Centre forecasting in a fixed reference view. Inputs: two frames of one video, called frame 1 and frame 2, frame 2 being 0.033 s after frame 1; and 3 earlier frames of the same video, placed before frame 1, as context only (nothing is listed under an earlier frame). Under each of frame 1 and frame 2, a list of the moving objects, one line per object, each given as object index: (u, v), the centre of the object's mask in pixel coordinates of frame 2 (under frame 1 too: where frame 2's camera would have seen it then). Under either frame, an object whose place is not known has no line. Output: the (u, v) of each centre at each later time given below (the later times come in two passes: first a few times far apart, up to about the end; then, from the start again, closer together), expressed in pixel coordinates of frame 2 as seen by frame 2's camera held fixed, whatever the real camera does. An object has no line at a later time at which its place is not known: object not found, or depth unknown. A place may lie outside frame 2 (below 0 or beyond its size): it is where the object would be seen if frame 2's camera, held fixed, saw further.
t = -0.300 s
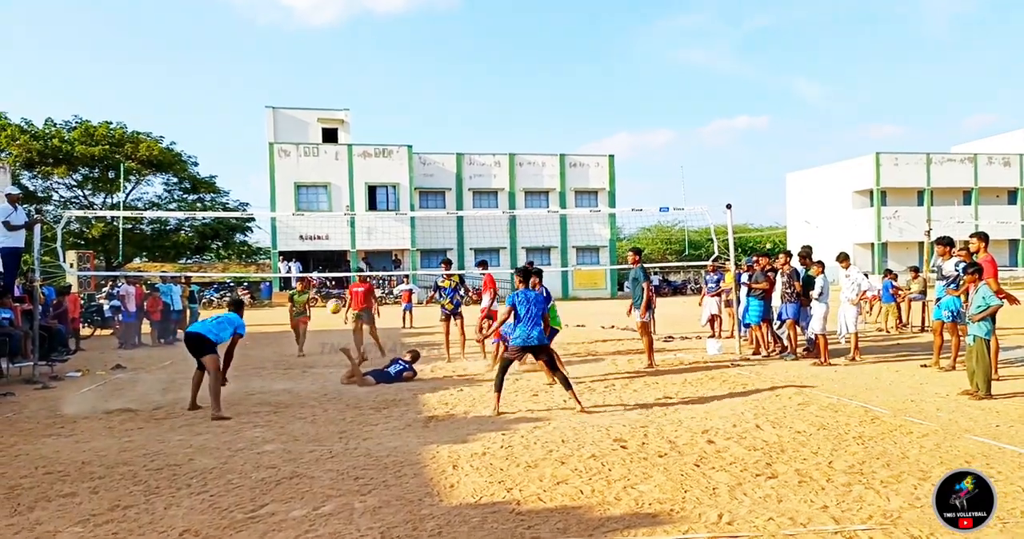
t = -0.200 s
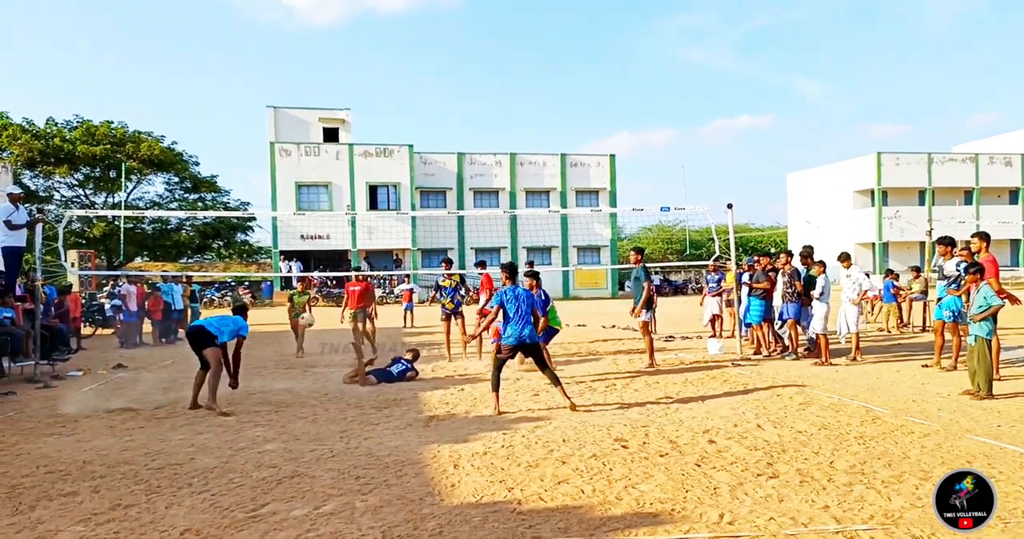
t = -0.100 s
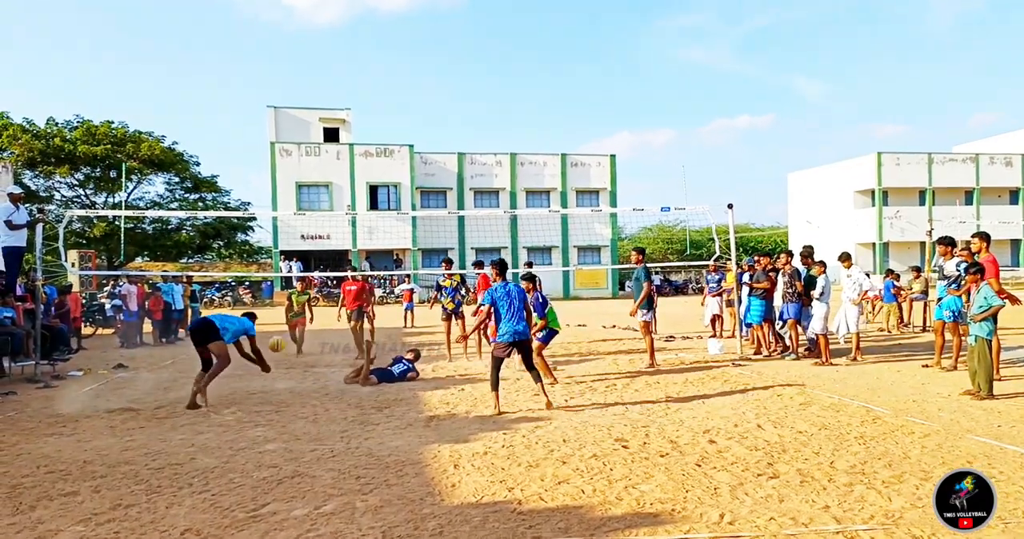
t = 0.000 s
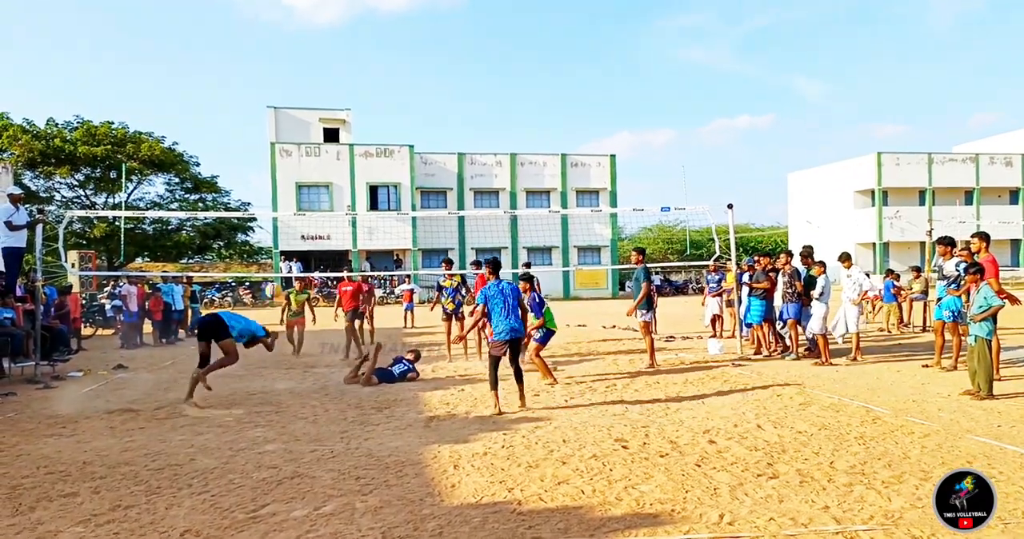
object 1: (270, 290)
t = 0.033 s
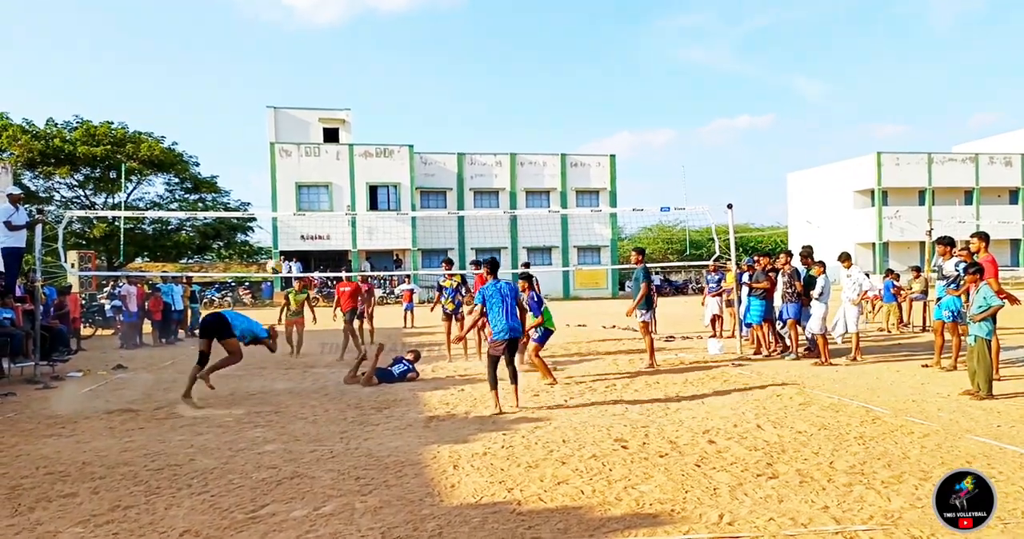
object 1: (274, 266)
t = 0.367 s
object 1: (279, 96)
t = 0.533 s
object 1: (278, 47)
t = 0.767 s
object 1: (275, 11)
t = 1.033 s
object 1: (269, 9)
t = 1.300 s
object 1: (263, 42)
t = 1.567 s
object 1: (258, 104)
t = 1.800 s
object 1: (254, 178)
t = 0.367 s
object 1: (279, 96)
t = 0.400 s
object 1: (279, 85)
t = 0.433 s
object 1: (278, 74)
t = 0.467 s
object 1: (279, 64)
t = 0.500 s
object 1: (278, 55)
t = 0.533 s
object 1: (278, 47)
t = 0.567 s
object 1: (278, 40)
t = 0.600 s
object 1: (277, 33)
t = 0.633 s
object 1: (277, 27)
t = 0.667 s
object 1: (277, 23)
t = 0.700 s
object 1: (276, 18)
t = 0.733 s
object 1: (275, 14)
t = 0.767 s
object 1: (275, 11)
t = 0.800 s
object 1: (274, 9)
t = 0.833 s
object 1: (273, 7)
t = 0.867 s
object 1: (272, 6)
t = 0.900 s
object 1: (272, 6)
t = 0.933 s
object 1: (271, 6)
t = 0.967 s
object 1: (270, 6)
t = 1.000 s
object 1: (270, 7)
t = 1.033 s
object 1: (269, 9)
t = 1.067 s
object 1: (268, 11)
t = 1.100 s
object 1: (268, 15)
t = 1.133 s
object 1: (266, 17)
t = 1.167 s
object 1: (266, 21)
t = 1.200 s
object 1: (266, 26)
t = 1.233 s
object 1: (265, 31)
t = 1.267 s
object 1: (264, 36)
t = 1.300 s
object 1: (263, 42)
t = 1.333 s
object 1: (263, 49)
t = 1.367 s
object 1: (262, 55)
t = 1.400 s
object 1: (262, 62)
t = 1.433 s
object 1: (261, 70)
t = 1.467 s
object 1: (260, 78)
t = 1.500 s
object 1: (260, 87)
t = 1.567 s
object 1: (258, 104)
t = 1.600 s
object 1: (257, 114)
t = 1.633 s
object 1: (257, 123)
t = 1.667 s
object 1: (256, 134)
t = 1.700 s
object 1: (256, 145)
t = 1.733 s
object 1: (256, 155)
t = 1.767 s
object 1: (255, 166)
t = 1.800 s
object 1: (254, 178)
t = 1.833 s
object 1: (254, 190)
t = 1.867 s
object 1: (253, 202)
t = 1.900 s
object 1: (253, 211)
